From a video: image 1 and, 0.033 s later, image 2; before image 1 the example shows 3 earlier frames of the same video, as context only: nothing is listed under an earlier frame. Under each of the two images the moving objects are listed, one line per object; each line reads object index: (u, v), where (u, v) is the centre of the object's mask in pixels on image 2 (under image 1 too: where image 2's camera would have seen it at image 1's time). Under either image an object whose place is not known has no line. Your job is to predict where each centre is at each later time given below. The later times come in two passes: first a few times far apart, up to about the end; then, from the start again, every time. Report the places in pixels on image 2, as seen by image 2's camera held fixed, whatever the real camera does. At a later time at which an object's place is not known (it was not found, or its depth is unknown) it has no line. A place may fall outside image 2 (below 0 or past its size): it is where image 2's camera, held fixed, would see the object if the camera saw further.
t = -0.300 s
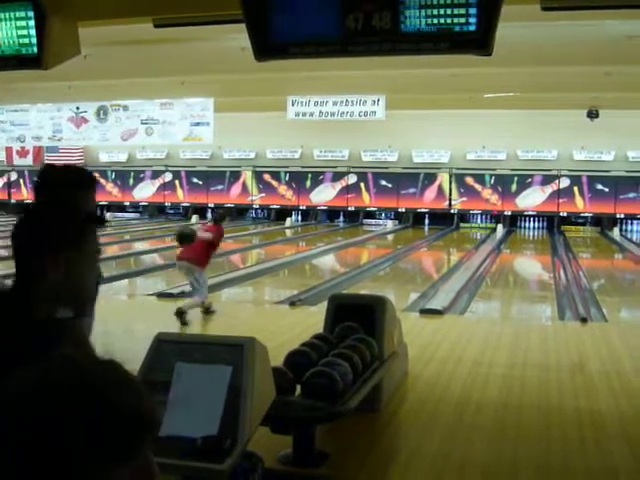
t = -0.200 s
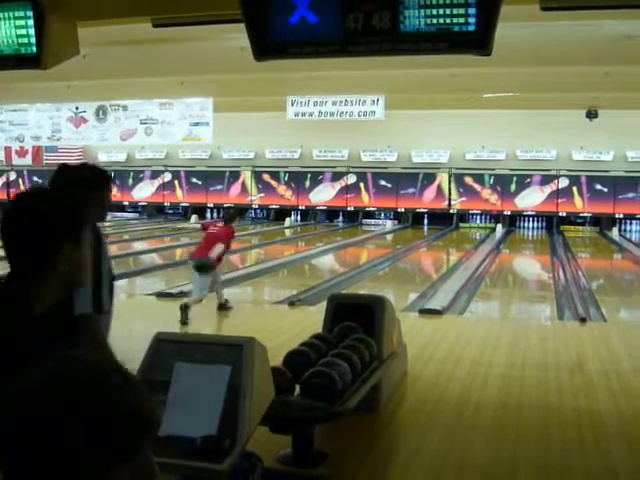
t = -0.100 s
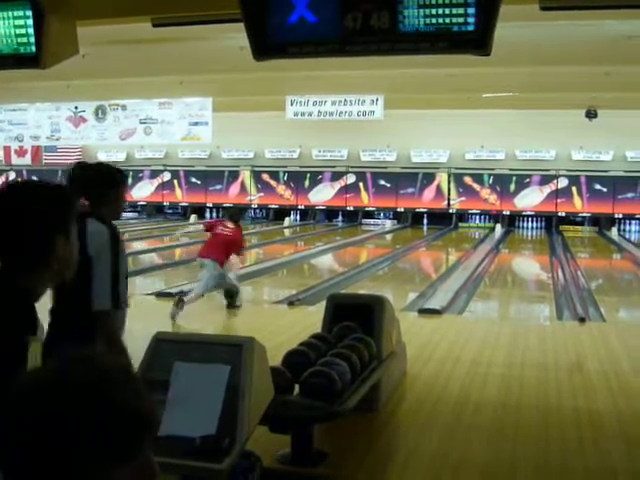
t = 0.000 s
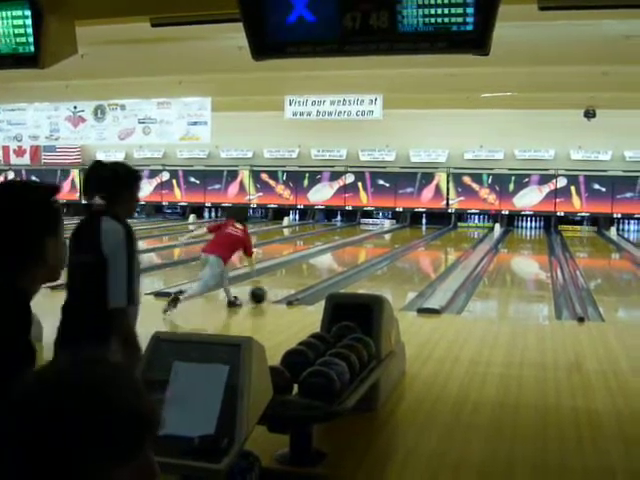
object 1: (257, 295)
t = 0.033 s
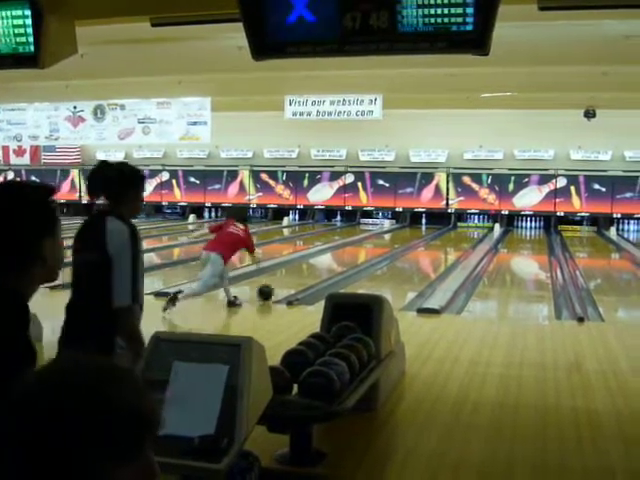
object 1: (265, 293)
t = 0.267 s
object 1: (308, 277)
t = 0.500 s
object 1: (338, 263)
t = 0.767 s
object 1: (362, 252)
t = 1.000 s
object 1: (378, 245)
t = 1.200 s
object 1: (389, 240)
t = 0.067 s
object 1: (272, 290)
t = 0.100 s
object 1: (280, 288)
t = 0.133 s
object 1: (286, 285)
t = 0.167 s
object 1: (292, 285)
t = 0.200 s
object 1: (298, 282)
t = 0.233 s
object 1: (303, 280)
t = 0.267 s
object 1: (308, 277)
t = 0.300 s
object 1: (314, 274)
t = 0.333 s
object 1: (318, 272)
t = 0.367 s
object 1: (323, 269)
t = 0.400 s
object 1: (327, 269)
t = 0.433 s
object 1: (331, 266)
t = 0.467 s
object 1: (335, 265)
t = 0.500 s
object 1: (338, 263)
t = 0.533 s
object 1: (342, 262)
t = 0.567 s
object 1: (345, 260)
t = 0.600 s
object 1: (348, 259)
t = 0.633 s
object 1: (351, 257)
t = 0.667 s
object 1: (354, 256)
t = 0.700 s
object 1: (357, 255)
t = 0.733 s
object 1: (359, 253)
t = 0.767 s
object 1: (362, 252)
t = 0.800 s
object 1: (363, 254)
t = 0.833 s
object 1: (364, 253)
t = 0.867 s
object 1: (369, 249)
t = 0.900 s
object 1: (370, 251)
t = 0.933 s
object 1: (374, 247)
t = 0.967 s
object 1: (376, 246)
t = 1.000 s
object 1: (378, 245)
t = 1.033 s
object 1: (380, 244)
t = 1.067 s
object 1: (382, 243)
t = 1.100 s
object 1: (383, 243)
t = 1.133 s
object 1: (385, 242)
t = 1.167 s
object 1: (386, 240)
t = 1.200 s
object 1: (389, 240)
